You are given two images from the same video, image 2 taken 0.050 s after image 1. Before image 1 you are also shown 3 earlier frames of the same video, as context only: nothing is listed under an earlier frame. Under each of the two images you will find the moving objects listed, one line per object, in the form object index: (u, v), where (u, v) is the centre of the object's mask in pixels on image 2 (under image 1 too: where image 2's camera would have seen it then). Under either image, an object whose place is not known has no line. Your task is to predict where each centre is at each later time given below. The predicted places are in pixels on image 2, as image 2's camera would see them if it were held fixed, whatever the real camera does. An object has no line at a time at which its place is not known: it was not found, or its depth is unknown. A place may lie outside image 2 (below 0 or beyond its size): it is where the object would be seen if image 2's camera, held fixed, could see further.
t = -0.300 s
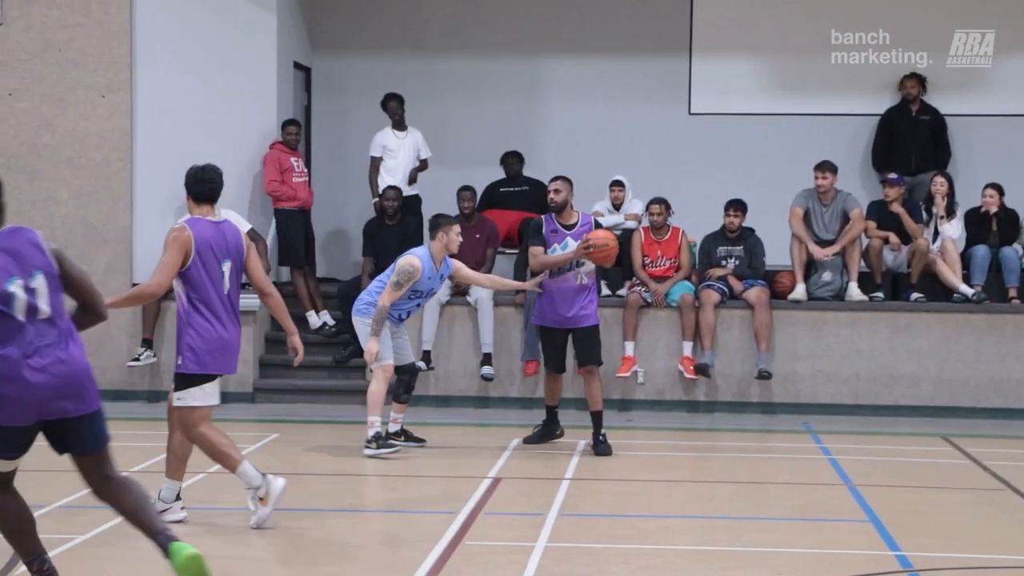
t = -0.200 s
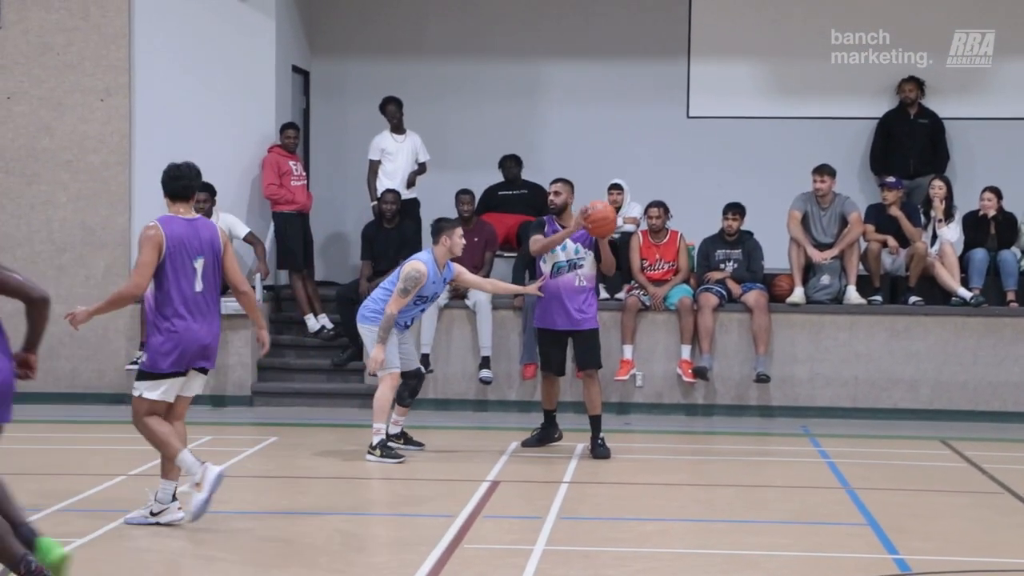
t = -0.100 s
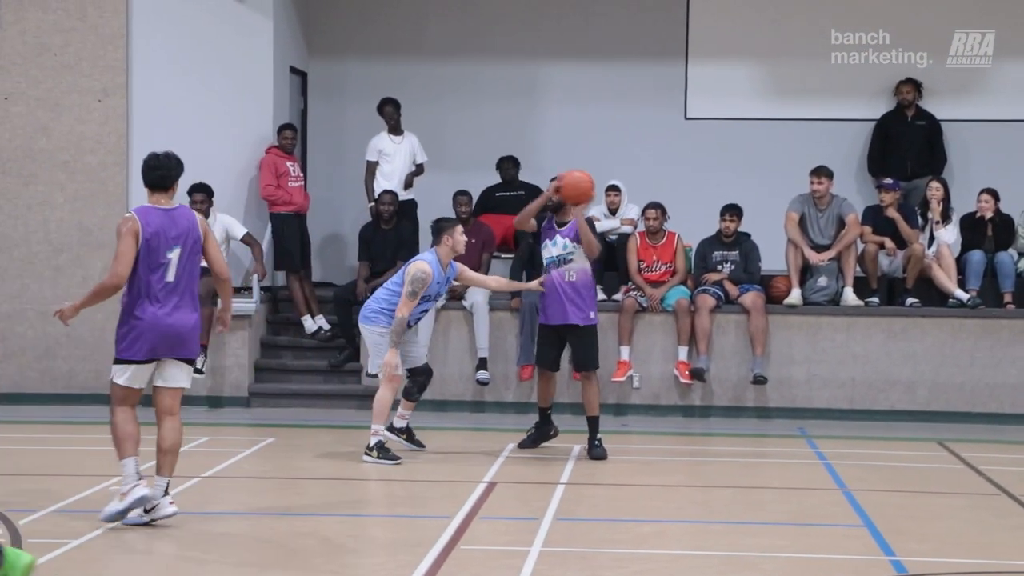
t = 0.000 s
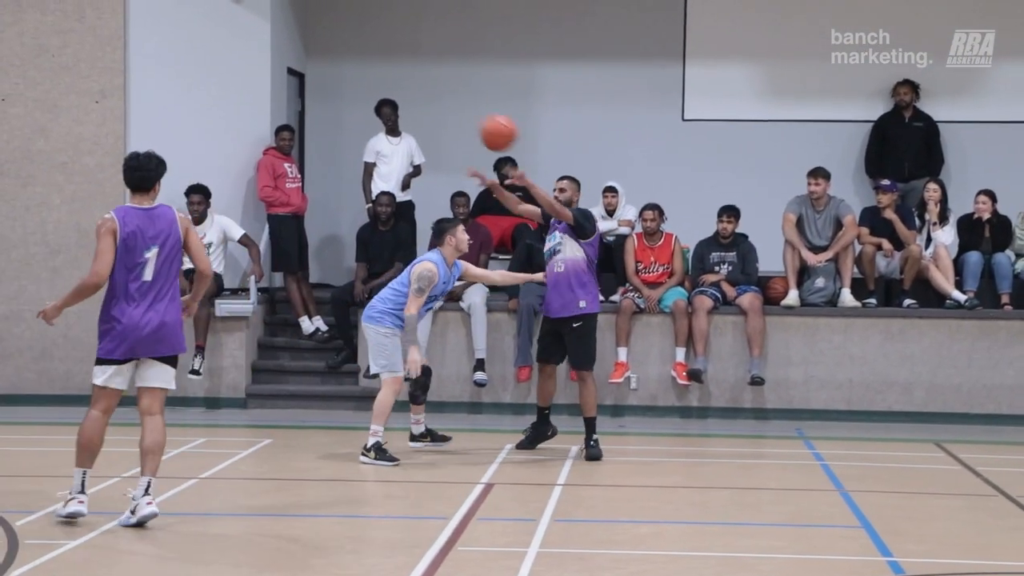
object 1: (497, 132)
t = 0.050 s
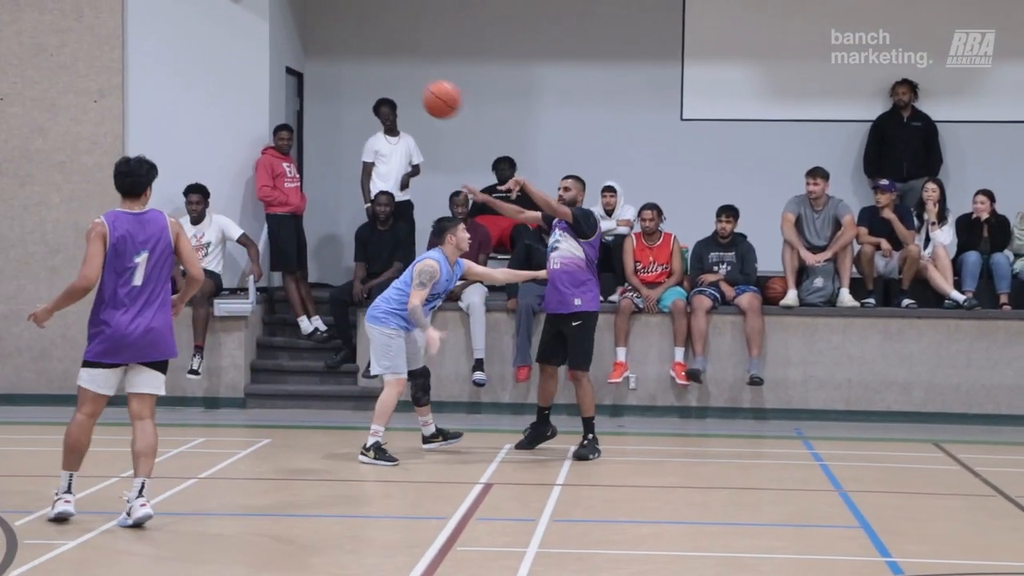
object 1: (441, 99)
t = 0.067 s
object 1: (423, 89)
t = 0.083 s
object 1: (403, 78)
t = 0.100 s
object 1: (384, 68)
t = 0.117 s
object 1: (364, 59)
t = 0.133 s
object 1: (345, 49)
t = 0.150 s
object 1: (325, 40)
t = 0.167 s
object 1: (304, 33)
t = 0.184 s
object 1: (283, 24)
